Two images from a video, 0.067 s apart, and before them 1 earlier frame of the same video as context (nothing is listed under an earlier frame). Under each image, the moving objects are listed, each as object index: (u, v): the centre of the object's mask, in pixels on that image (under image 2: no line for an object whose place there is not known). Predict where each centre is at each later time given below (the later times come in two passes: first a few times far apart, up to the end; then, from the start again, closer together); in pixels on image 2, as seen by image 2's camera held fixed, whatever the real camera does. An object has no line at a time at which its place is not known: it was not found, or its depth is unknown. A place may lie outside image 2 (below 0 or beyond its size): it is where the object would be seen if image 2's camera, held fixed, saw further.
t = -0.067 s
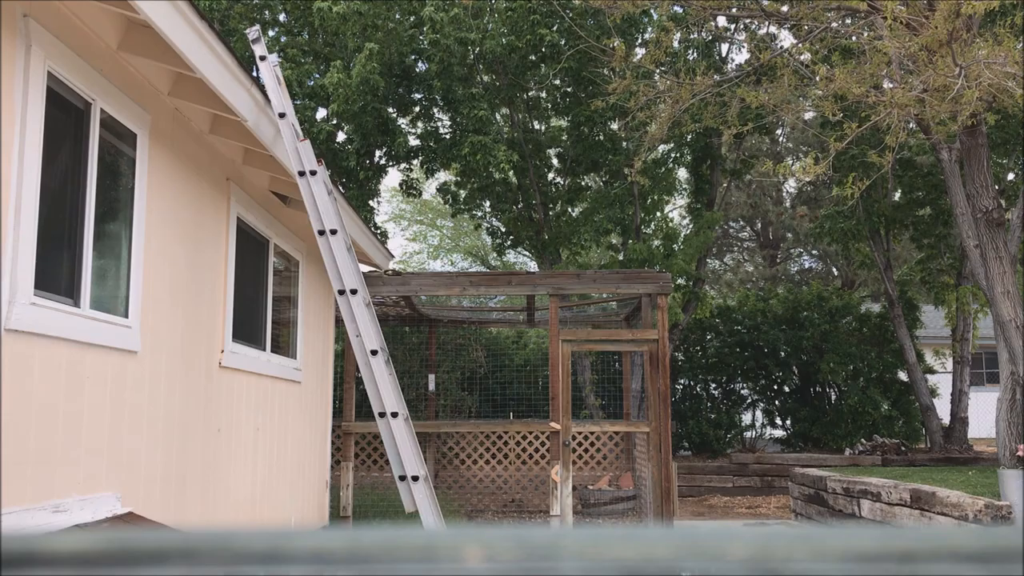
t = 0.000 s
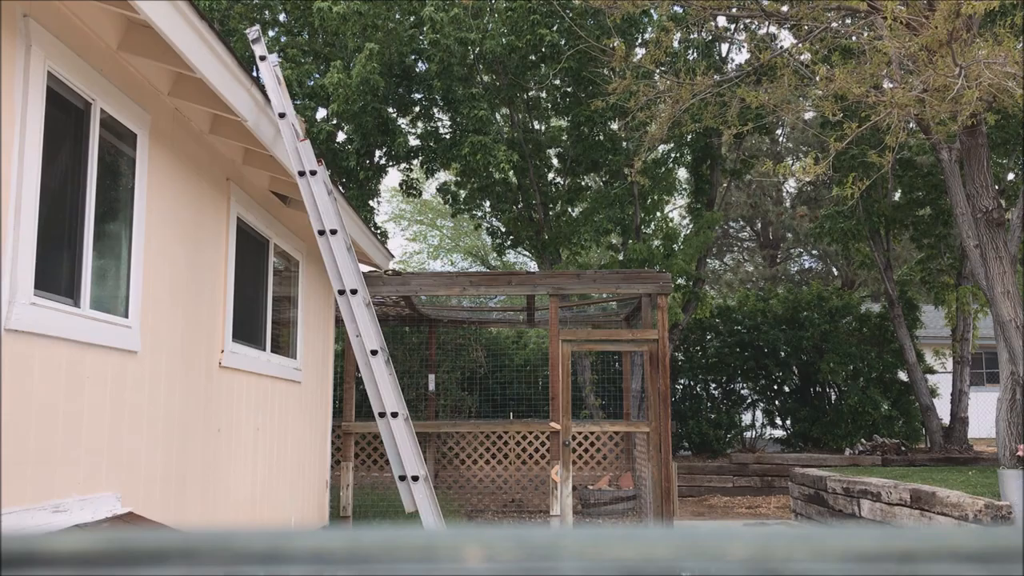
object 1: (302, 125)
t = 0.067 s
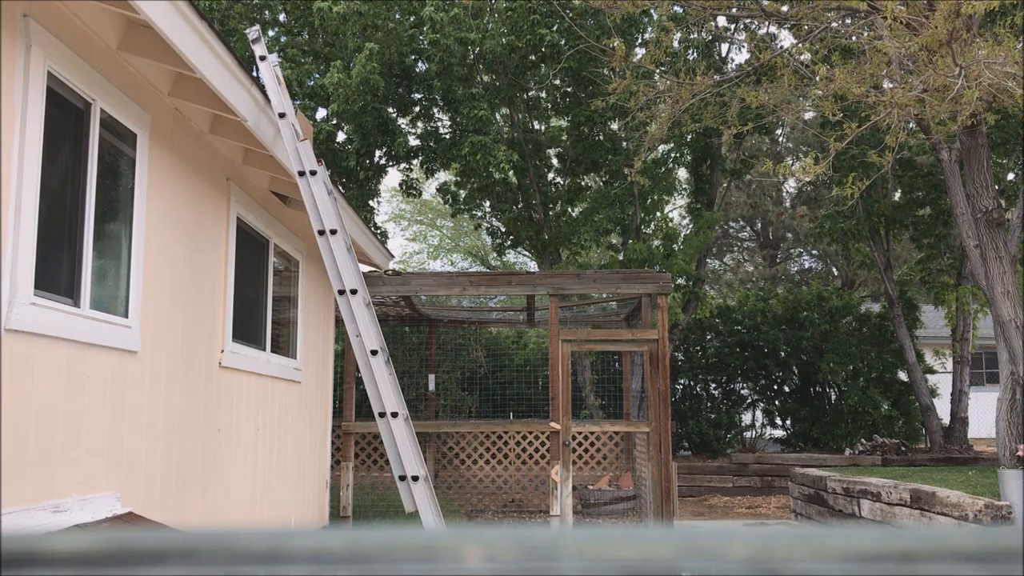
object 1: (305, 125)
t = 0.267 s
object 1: (328, 143)
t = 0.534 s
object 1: (366, 161)
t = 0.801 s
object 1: (425, 210)
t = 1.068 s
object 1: (508, 337)
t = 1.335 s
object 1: (581, 464)
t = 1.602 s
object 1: (636, 509)
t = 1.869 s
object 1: (643, 518)
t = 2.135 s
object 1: (647, 518)
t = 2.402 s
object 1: (648, 518)
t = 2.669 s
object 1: (648, 518)
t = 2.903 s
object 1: (648, 518)
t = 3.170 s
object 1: (648, 518)
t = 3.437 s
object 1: (648, 518)
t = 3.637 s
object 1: (648, 518)
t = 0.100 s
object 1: (308, 128)
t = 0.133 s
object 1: (310, 130)
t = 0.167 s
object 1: (314, 132)
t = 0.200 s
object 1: (318, 135)
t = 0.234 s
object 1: (323, 139)
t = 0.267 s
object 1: (328, 143)
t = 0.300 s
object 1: (334, 145)
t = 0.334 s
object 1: (340, 149)
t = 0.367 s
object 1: (346, 154)
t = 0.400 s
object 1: (351, 158)
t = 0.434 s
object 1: (357, 160)
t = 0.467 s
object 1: (363, 163)
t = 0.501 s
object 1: (368, 166)
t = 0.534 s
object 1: (366, 161)
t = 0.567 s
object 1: (371, 163)
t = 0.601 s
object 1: (377, 168)
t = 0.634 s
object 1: (384, 174)
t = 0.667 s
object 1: (393, 181)
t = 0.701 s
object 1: (403, 189)
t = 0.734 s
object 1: (409, 194)
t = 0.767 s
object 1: (416, 201)
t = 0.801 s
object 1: (425, 210)
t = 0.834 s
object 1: (435, 220)
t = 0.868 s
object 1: (445, 232)
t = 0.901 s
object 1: (455, 246)
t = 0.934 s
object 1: (466, 262)
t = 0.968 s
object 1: (477, 278)
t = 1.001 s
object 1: (487, 296)
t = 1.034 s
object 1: (497, 316)
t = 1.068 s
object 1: (508, 337)
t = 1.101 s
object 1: (518, 360)
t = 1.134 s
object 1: (528, 383)
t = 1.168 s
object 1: (538, 407)
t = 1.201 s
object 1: (549, 432)
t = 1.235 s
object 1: (556, 447)
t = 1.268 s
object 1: (562, 459)
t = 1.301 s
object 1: (570, 465)
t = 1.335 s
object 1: (581, 464)
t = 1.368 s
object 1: (590, 466)
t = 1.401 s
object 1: (599, 470)
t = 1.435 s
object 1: (609, 475)
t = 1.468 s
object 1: (617, 481)
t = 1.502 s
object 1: (624, 487)
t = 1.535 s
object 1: (631, 492)
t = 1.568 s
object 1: (632, 501)
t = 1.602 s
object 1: (636, 509)
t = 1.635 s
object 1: (634, 515)
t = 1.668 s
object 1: (638, 517)
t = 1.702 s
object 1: (639, 517)
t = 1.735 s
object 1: (642, 518)
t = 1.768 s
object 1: (641, 518)
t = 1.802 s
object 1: (642, 518)
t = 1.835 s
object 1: (642, 518)
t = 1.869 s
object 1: (643, 518)
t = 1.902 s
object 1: (645, 518)
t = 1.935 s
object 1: (646, 518)
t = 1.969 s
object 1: (646, 517)
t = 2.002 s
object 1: (647, 517)
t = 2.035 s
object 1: (647, 517)
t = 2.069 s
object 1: (647, 517)
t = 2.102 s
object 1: (647, 517)
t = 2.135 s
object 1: (647, 518)
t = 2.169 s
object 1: (647, 518)
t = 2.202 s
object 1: (647, 518)
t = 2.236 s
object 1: (647, 518)
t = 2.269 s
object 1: (647, 518)
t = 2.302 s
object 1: (647, 518)
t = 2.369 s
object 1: (648, 518)
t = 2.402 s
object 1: (648, 518)
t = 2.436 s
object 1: (648, 518)
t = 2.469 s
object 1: (649, 518)
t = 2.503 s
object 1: (649, 518)
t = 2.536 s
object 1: (649, 518)
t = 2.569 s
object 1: (649, 518)
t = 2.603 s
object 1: (649, 518)
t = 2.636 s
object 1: (648, 518)
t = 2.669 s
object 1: (648, 518)
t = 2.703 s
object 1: (648, 518)
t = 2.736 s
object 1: (648, 518)
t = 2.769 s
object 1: (648, 518)
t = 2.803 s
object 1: (648, 518)
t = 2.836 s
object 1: (648, 518)
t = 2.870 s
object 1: (648, 518)
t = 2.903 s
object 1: (648, 518)
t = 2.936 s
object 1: (648, 518)
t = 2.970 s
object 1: (648, 518)
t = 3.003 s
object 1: (648, 518)
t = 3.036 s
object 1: (648, 518)
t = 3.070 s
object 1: (648, 518)
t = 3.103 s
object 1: (648, 518)
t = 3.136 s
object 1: (648, 518)
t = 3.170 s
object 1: (648, 518)
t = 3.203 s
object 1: (648, 518)
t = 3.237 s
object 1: (648, 518)
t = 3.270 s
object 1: (648, 518)
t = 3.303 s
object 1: (648, 518)
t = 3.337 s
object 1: (648, 518)
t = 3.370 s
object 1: (648, 518)
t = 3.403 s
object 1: (648, 518)
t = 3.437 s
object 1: (648, 518)
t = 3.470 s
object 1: (648, 518)
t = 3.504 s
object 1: (648, 518)
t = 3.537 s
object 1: (648, 518)
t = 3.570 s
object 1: (648, 518)
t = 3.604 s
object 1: (648, 518)
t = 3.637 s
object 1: (648, 518)
